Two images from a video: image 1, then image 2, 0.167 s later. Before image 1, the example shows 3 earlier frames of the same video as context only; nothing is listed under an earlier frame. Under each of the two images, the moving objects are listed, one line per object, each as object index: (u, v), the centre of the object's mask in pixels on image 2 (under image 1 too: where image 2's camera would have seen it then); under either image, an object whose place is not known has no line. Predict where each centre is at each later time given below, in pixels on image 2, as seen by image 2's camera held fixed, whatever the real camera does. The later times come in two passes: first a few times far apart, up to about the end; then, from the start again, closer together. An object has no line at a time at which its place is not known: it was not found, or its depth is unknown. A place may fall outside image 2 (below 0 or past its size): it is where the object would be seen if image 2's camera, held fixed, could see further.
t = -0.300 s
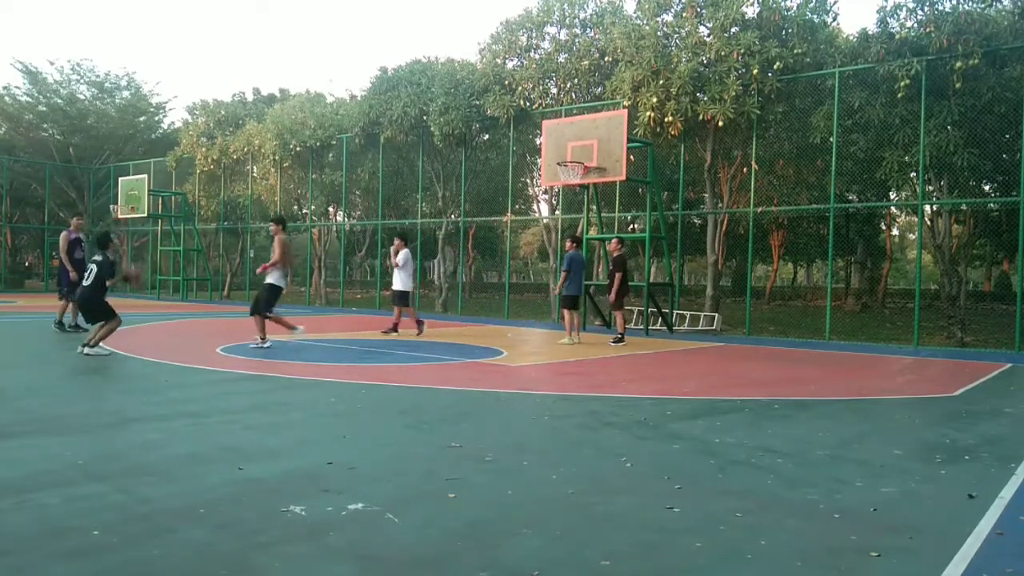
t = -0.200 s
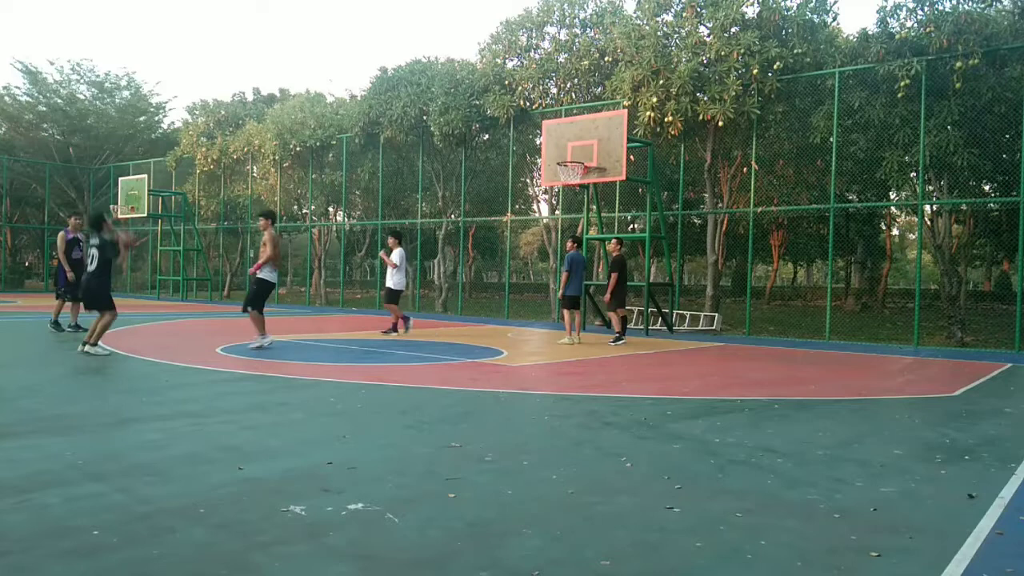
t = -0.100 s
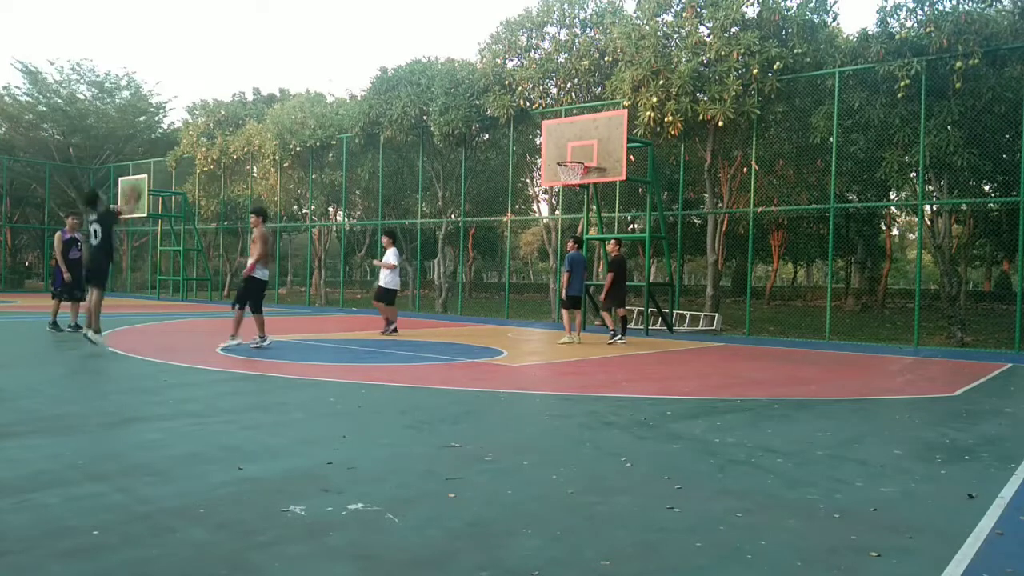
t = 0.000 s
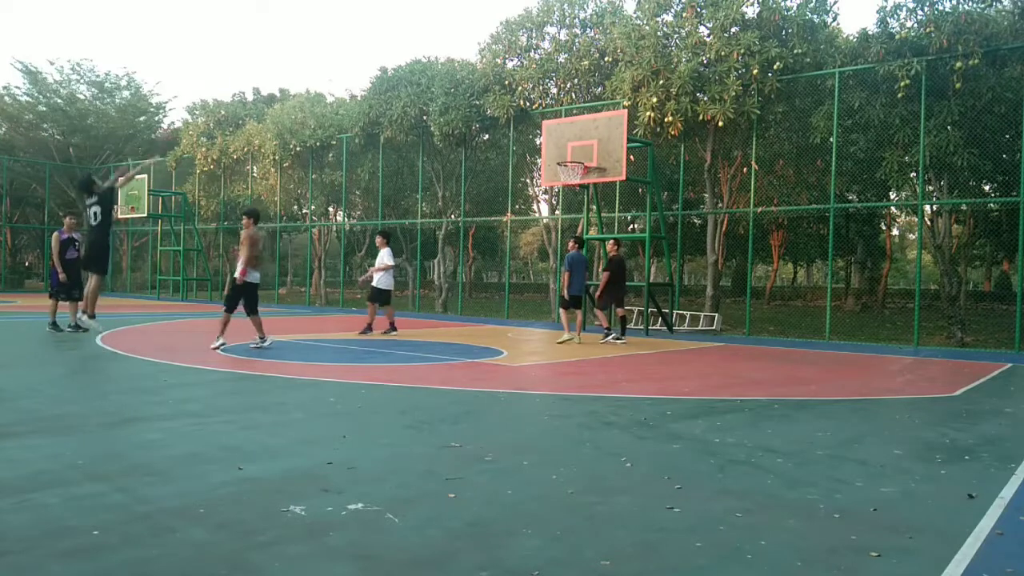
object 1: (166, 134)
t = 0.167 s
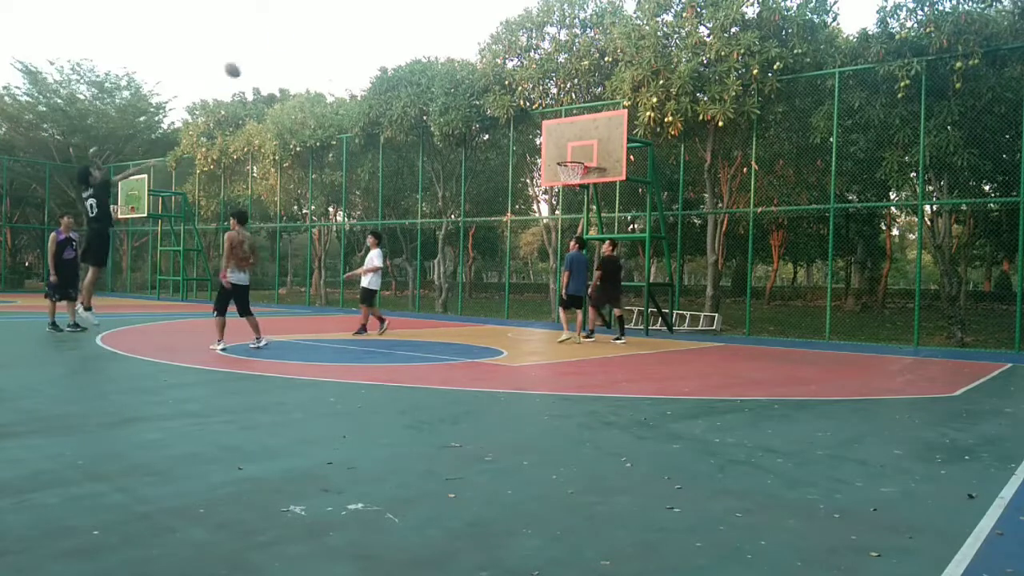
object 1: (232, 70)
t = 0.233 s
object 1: (254, 50)
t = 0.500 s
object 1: (337, 12)
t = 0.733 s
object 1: (397, 23)
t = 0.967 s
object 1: (448, 69)
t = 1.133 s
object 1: (481, 120)
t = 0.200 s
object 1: (243, 59)
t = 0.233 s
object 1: (254, 50)
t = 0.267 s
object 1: (266, 42)
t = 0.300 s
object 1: (276, 35)
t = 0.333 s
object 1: (287, 29)
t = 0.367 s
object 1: (297, 24)
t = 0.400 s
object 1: (308, 20)
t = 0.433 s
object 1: (318, 16)
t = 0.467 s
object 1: (327, 14)
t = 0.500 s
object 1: (337, 12)
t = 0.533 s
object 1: (346, 11)
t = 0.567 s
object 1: (355, 11)
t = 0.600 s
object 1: (364, 12)
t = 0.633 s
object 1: (372, 14)
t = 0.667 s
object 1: (381, 16)
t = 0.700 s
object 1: (389, 19)
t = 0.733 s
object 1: (397, 23)
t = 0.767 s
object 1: (405, 28)
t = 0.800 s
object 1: (413, 33)
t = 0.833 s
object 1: (420, 39)
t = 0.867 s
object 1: (428, 46)
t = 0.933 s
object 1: (442, 61)
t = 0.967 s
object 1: (448, 69)
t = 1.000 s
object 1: (454, 78)
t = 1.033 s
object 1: (460, 88)
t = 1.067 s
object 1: (467, 97)
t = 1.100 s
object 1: (474, 109)
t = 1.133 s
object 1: (481, 120)
